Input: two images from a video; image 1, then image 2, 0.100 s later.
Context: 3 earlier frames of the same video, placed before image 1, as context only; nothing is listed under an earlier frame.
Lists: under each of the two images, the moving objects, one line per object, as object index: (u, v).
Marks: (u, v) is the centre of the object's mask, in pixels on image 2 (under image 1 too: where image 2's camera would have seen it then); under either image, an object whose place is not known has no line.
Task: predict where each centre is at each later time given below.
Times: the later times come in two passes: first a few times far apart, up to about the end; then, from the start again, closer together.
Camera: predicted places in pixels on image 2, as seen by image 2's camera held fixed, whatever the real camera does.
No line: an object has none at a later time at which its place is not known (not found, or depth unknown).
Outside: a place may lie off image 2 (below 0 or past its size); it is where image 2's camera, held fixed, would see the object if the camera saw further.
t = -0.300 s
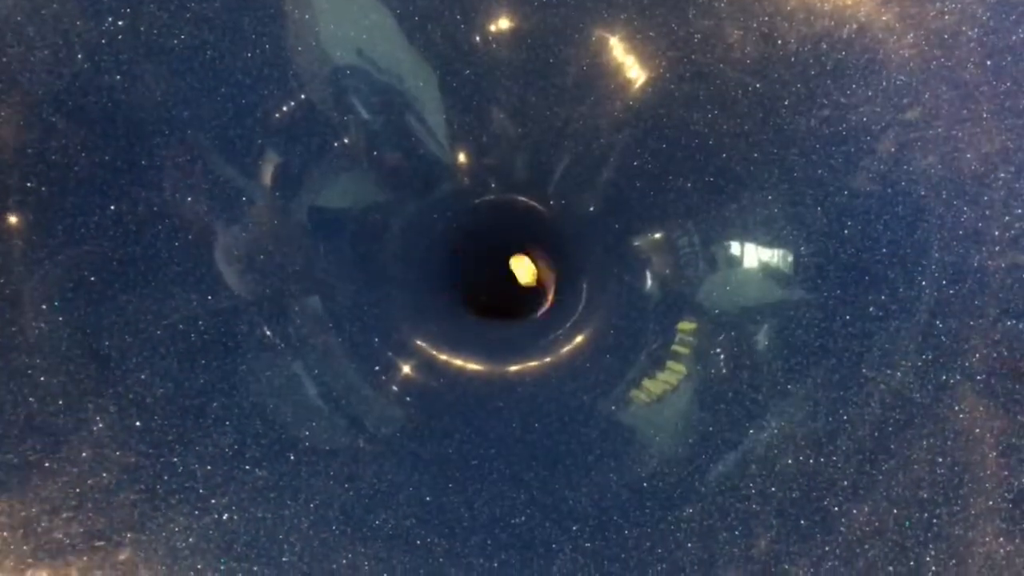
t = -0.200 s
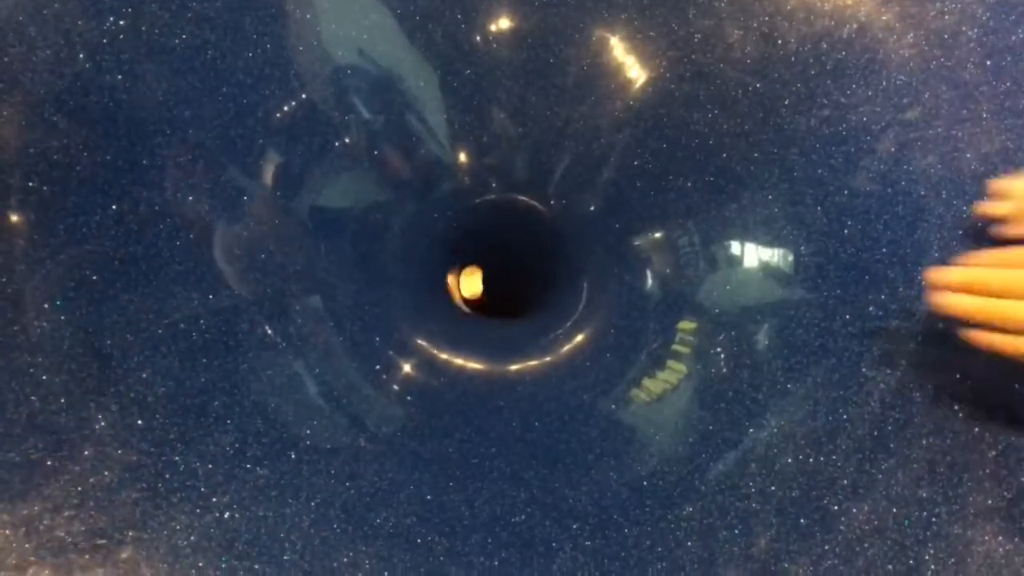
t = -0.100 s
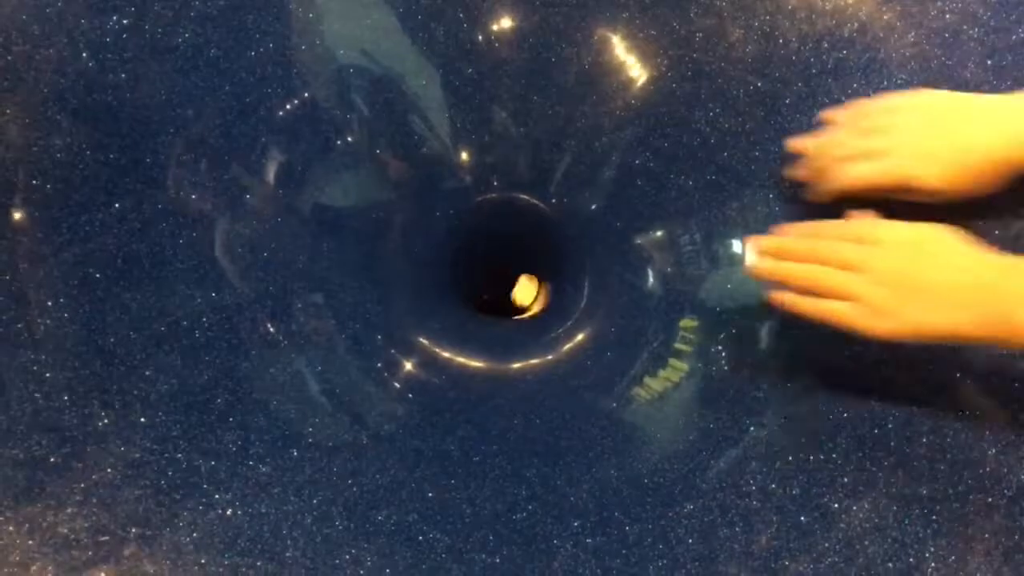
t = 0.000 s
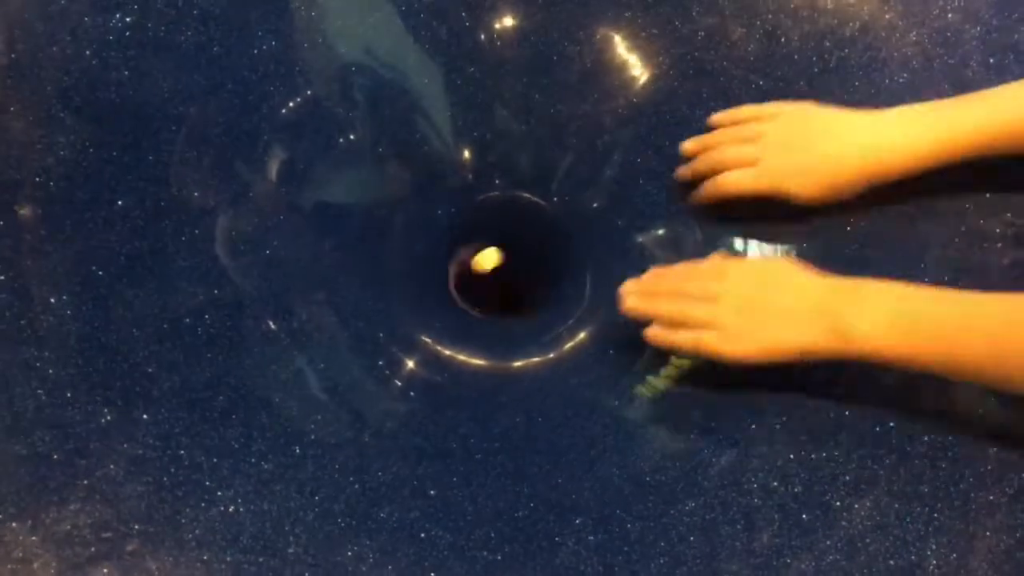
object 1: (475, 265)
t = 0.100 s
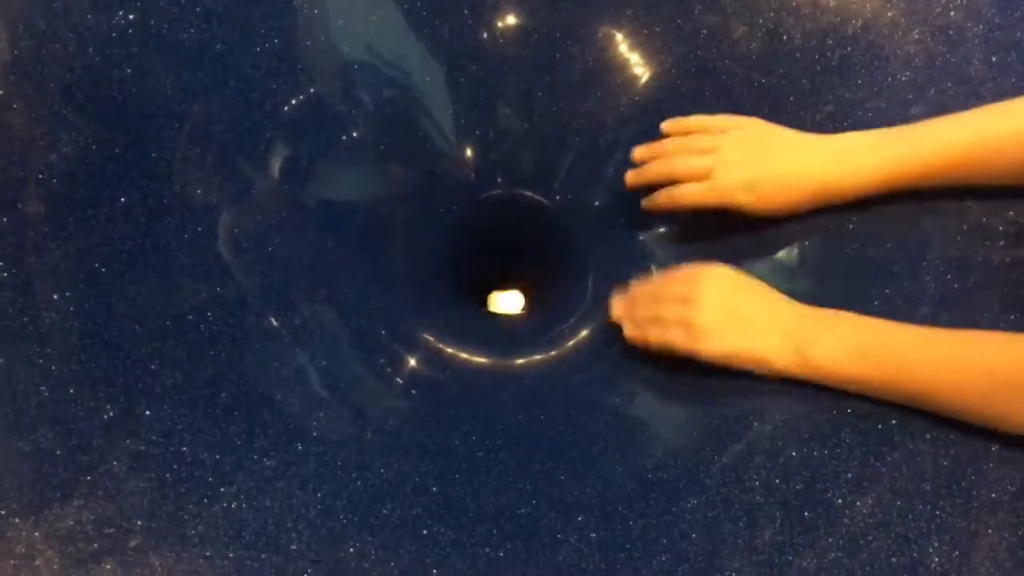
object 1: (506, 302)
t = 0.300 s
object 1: (477, 289)
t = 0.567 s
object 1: (530, 295)
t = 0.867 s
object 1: (535, 287)
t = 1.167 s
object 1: (535, 284)
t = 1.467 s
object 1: (533, 289)
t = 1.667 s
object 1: (486, 294)
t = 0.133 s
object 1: (476, 289)
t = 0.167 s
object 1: (487, 260)
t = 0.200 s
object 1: (516, 258)
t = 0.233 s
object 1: (535, 289)
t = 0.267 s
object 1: (506, 302)
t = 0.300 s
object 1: (477, 289)
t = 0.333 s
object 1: (488, 261)
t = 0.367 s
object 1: (517, 260)
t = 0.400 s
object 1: (532, 291)
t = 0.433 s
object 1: (504, 303)
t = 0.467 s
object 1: (476, 286)
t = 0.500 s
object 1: (492, 260)
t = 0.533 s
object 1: (522, 264)
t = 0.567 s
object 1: (530, 295)
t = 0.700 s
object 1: (526, 271)
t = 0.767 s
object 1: (490, 299)
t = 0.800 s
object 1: (476, 275)
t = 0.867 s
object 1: (535, 287)
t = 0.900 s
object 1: (509, 303)
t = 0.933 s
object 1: (480, 291)
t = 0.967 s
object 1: (481, 264)
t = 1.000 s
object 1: (520, 267)
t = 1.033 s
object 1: (527, 296)
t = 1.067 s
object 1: (496, 302)
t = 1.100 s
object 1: (476, 281)
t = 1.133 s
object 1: (505, 264)
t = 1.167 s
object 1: (535, 284)
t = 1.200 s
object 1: (512, 303)
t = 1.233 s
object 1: (483, 294)
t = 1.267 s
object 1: (492, 268)
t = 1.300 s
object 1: (520, 270)
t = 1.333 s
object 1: (525, 298)
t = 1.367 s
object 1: (495, 301)
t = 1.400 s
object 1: (478, 280)
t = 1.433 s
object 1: (509, 266)
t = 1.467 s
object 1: (533, 289)
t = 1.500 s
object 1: (506, 302)
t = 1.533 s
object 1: (481, 290)
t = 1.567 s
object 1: (500, 268)
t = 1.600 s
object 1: (533, 280)
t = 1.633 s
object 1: (515, 301)
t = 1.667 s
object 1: (486, 294)
